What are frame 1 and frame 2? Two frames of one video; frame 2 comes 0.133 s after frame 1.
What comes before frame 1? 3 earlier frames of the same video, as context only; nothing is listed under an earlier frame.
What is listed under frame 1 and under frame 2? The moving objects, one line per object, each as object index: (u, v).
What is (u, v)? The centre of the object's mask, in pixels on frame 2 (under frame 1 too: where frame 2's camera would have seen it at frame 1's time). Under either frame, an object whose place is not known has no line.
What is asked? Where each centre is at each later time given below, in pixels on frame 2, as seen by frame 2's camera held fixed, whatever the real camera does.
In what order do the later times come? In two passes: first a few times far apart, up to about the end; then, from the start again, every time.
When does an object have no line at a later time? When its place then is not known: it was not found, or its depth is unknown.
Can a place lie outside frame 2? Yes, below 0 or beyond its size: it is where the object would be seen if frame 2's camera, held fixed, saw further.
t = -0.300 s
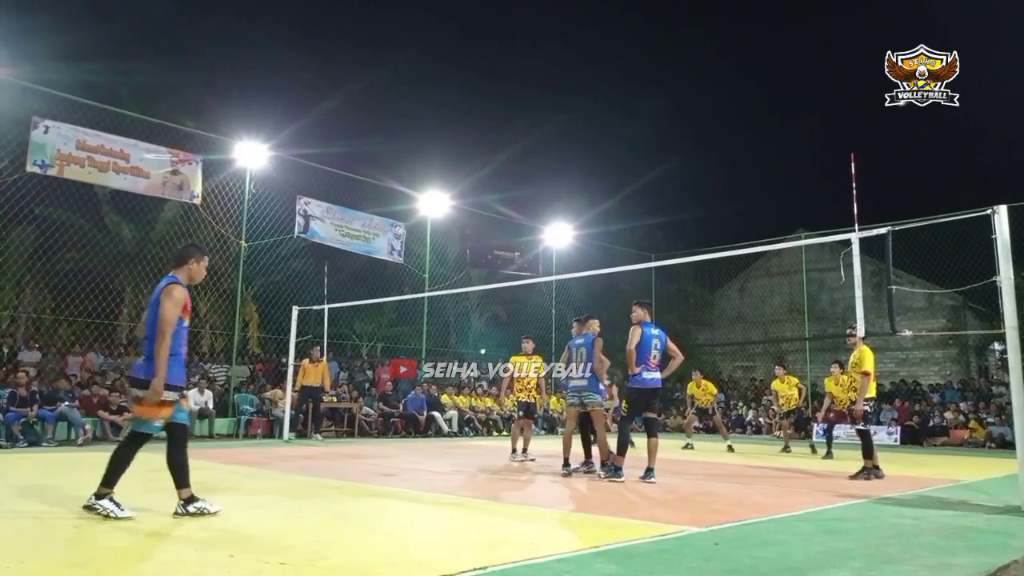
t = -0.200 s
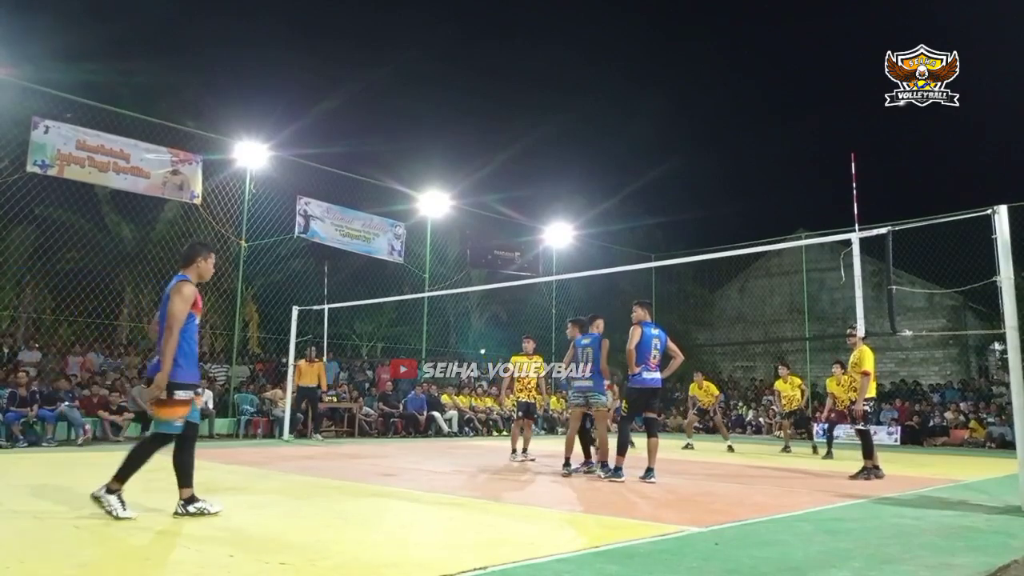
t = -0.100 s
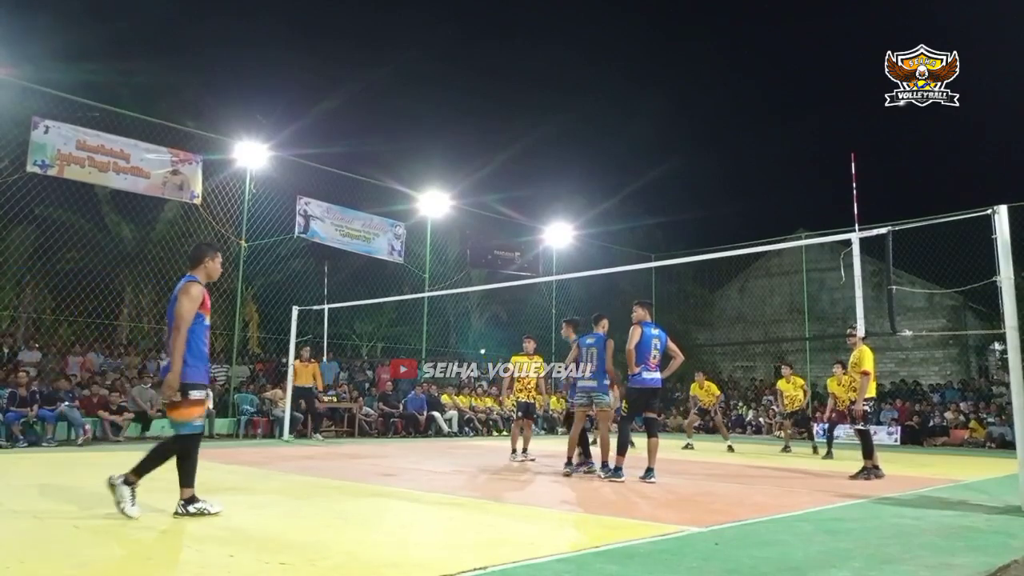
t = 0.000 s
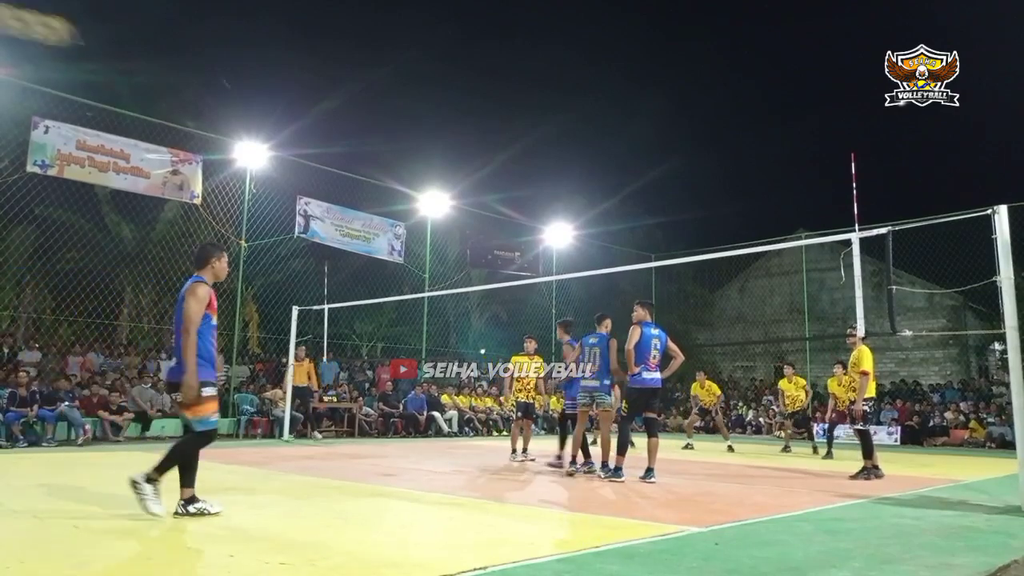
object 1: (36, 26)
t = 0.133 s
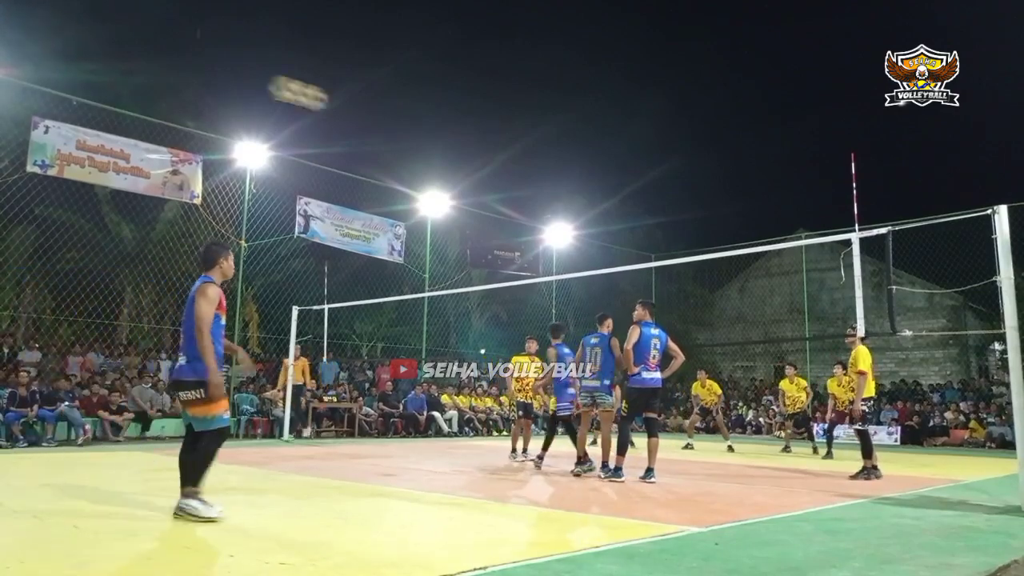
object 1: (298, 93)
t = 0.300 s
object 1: (488, 163)
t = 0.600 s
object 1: (674, 272)
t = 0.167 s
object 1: (344, 107)
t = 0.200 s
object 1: (388, 123)
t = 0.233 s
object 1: (423, 136)
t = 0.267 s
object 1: (458, 150)
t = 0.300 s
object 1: (488, 163)
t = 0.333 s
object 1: (516, 176)
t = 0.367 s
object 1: (540, 188)
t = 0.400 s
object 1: (565, 199)
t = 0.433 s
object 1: (587, 212)
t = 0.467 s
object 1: (605, 223)
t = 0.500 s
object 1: (623, 236)
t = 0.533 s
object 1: (640, 247)
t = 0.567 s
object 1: (656, 256)
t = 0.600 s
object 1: (674, 272)
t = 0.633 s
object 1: (687, 281)
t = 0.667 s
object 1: (701, 293)
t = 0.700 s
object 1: (713, 304)
